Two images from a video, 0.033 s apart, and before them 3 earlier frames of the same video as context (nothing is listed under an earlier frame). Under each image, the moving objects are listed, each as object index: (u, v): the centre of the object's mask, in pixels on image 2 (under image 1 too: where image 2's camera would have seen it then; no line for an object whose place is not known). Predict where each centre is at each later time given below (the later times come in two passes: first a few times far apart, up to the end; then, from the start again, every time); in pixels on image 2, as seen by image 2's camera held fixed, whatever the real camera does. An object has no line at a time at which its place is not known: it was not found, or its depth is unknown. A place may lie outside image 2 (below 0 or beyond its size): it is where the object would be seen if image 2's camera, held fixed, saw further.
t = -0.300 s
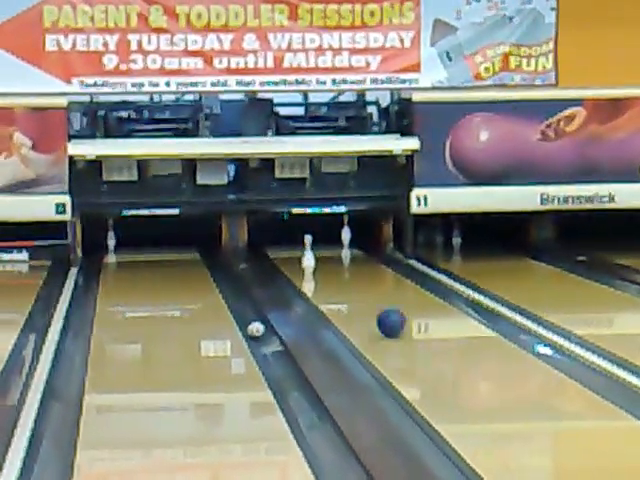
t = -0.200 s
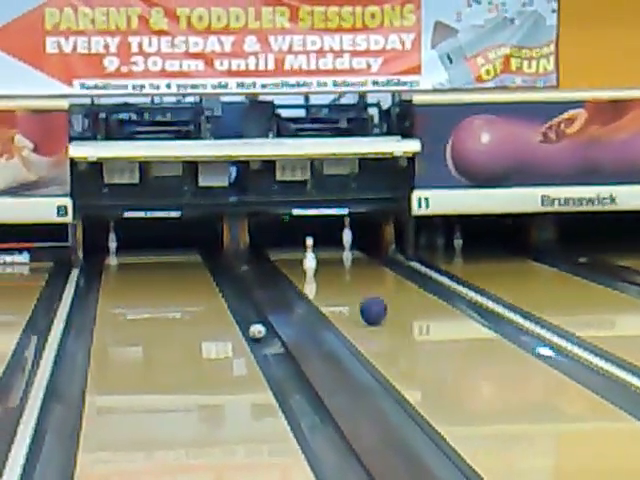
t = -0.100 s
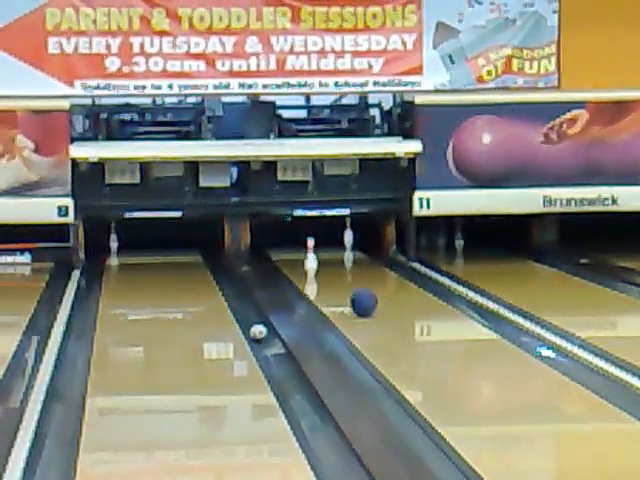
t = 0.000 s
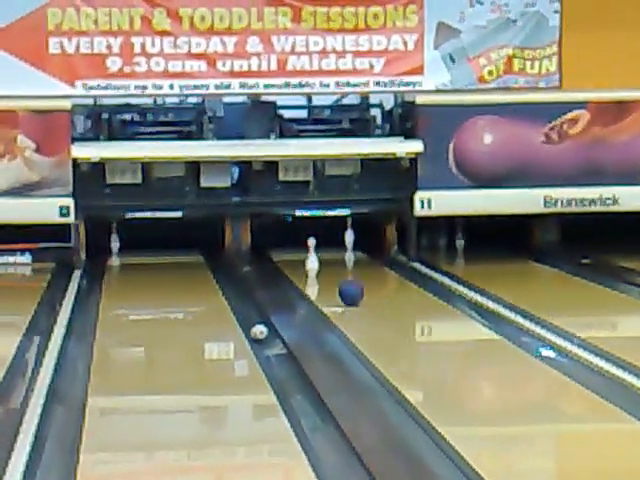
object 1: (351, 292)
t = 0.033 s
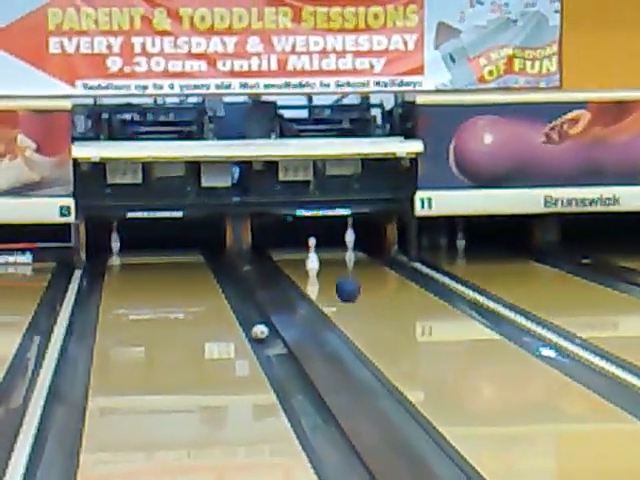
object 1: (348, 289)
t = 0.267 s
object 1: (328, 270)
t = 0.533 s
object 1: (336, 254)
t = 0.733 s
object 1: (344, 245)
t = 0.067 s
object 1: (344, 286)
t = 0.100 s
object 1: (341, 283)
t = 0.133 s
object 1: (337, 278)
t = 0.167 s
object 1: (335, 275)
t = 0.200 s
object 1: (334, 273)
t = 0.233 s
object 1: (332, 271)
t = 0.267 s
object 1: (328, 270)
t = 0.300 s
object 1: (327, 268)
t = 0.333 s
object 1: (325, 267)
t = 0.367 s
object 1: (329, 263)
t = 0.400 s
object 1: (330, 262)
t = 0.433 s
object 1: (331, 261)
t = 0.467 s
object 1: (331, 258)
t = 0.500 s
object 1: (334, 256)
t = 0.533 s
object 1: (336, 254)
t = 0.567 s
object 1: (337, 253)
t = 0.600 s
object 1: (339, 250)
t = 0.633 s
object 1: (341, 249)
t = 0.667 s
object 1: (343, 247)
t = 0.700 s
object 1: (344, 246)
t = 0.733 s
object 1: (344, 245)
